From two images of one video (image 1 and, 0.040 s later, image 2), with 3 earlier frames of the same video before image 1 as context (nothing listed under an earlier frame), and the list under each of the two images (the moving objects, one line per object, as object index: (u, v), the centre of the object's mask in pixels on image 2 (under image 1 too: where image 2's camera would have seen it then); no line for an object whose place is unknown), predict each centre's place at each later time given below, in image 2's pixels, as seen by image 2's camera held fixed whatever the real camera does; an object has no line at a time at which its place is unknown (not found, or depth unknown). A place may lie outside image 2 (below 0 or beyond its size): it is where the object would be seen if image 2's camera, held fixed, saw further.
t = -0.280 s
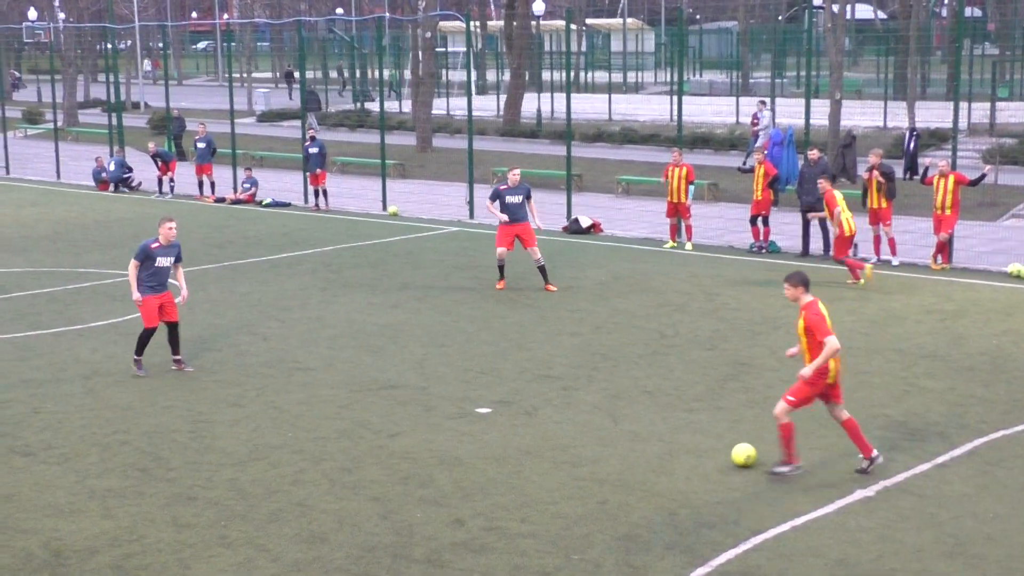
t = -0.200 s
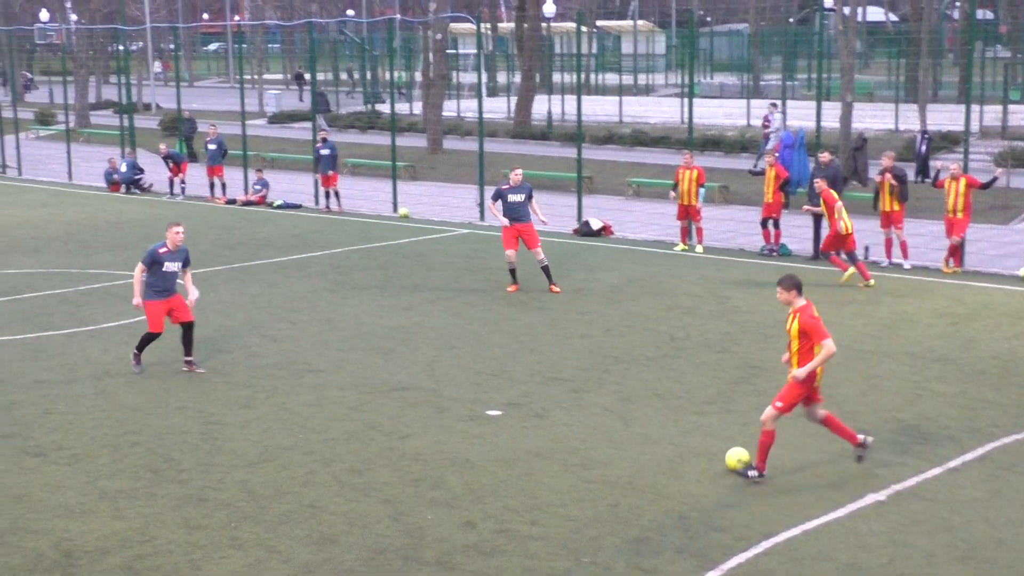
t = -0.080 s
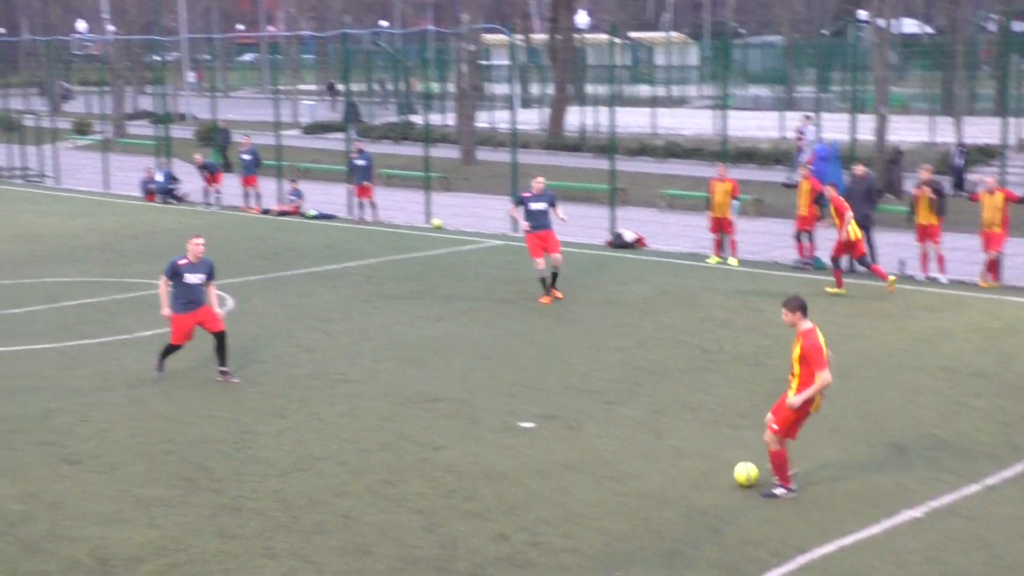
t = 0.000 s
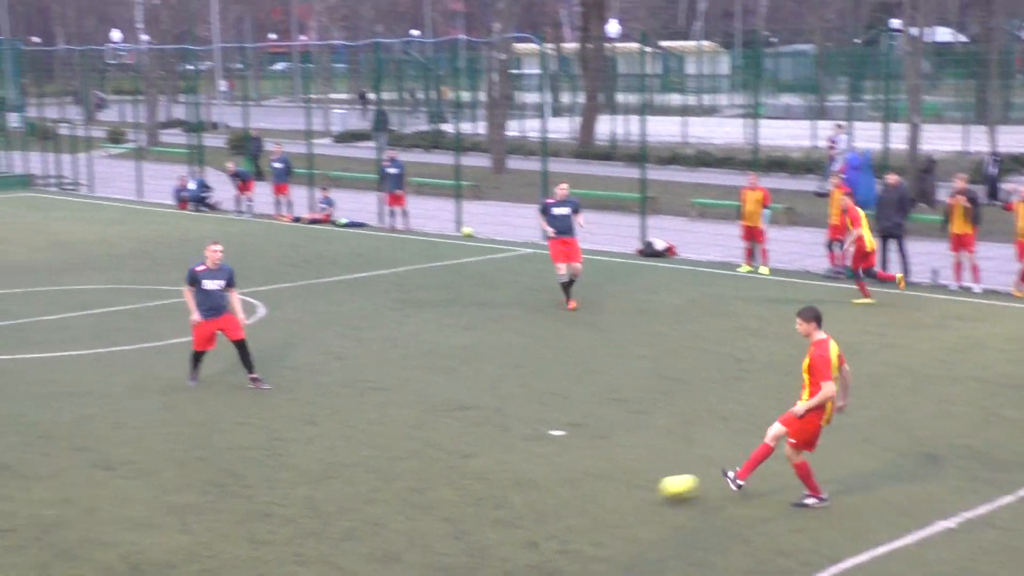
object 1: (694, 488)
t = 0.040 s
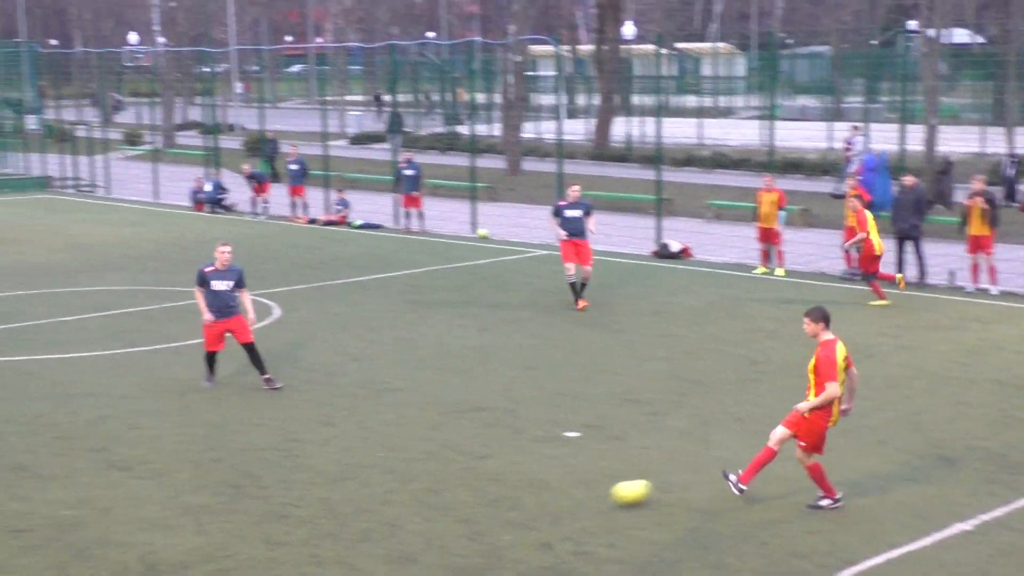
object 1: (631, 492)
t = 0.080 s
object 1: (569, 498)
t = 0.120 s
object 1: (510, 501)
